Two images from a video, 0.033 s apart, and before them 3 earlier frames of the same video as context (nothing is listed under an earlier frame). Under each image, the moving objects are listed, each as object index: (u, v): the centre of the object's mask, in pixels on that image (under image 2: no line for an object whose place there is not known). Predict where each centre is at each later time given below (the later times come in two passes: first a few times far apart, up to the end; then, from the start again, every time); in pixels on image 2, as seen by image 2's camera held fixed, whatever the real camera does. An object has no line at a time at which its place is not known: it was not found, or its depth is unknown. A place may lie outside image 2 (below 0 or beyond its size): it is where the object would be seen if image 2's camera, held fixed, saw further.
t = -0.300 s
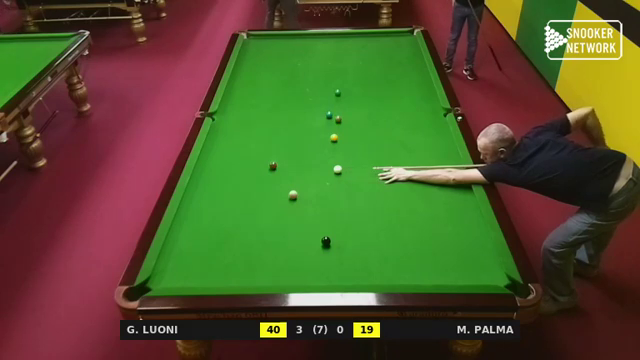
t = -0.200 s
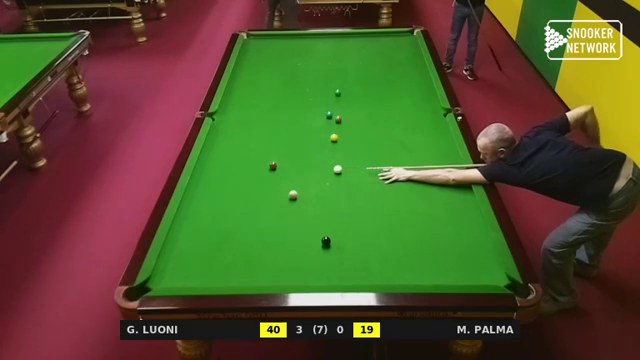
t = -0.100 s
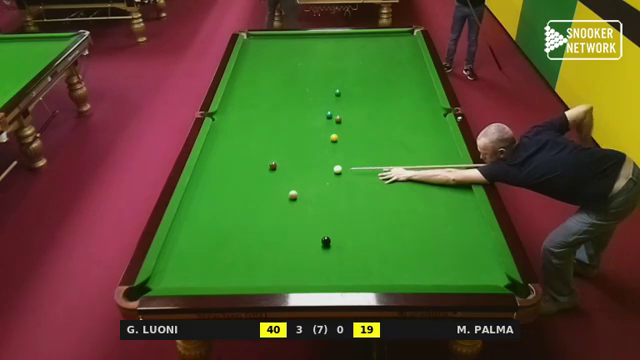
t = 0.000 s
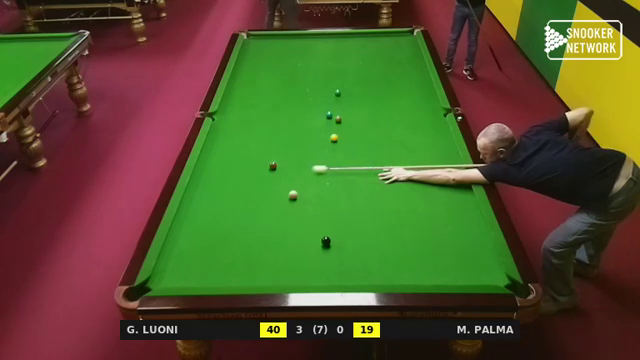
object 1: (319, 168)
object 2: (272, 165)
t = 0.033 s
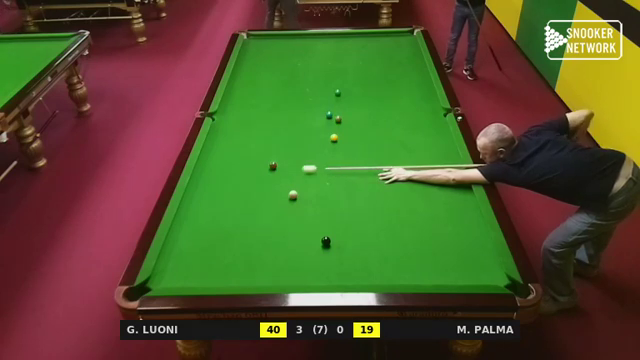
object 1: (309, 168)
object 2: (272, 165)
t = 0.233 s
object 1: (256, 173)
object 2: (268, 160)
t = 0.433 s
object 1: (206, 184)
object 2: (259, 152)
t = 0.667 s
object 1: (219, 194)
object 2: (251, 144)
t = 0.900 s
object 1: (257, 204)
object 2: (243, 136)
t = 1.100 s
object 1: (290, 213)
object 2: (237, 129)
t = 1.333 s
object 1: (330, 224)
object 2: (230, 123)
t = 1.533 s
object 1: (366, 234)
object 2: (225, 118)
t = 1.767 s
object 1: (409, 247)
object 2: (219, 112)
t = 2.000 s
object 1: (455, 260)
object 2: (226, 110)
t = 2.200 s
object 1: (496, 271)
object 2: (232, 108)
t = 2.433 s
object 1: (478, 278)
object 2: (239, 107)
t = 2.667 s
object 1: (454, 270)
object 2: (245, 105)
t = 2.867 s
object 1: (435, 263)
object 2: (249, 104)
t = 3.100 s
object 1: (415, 256)
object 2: (253, 104)
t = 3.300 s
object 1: (399, 250)
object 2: (257, 103)
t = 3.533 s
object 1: (382, 244)
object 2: (260, 102)
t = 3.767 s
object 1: (366, 238)
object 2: (263, 102)
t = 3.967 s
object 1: (354, 234)
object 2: (265, 101)
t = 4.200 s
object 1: (340, 230)
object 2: (266, 101)
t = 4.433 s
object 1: (328, 226)
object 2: (267, 101)
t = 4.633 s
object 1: (319, 223)
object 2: (267, 101)
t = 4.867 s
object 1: (308, 220)
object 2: (267, 101)
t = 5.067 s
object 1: (300, 217)
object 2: (267, 101)
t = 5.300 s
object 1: (292, 215)
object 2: (267, 101)
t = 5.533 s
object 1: (285, 213)
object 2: (267, 101)
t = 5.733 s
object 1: (279, 211)
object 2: (267, 101)
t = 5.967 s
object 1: (273, 209)
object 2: (267, 101)
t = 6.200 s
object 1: (268, 208)
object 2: (267, 101)
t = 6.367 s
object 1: (265, 208)
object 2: (267, 101)
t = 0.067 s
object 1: (299, 168)
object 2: (272, 165)
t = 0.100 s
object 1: (289, 168)
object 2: (272, 165)
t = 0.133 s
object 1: (280, 168)
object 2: (272, 165)
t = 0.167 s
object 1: (271, 169)
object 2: (271, 163)
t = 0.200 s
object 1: (263, 172)
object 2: (269, 162)
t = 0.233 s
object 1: (256, 173)
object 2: (268, 160)
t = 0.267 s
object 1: (247, 175)
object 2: (266, 159)
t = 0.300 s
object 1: (239, 177)
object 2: (265, 158)
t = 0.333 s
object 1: (231, 178)
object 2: (263, 156)
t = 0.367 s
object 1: (223, 180)
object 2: (262, 155)
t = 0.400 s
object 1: (214, 182)
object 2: (261, 153)
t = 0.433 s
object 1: (206, 184)
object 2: (259, 152)
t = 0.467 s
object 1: (197, 185)
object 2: (258, 151)
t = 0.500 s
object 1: (191, 187)
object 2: (257, 149)
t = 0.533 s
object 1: (196, 189)
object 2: (256, 148)
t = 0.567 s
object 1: (203, 190)
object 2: (254, 147)
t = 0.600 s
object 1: (208, 191)
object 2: (253, 146)
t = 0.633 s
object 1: (214, 193)
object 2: (252, 145)
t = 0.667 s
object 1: (219, 194)
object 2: (251, 144)
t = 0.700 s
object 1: (225, 196)
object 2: (250, 142)
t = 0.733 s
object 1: (230, 197)
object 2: (248, 142)
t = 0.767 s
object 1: (235, 199)
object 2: (247, 140)
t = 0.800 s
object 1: (241, 200)
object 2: (246, 139)
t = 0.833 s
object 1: (246, 201)
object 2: (245, 138)
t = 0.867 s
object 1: (252, 203)
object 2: (244, 137)
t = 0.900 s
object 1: (257, 204)
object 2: (243, 136)
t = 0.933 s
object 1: (263, 206)
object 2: (242, 135)
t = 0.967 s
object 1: (268, 207)
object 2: (241, 133)
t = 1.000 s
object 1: (274, 209)
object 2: (240, 133)
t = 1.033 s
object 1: (279, 210)
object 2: (239, 132)
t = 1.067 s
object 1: (285, 212)
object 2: (238, 131)
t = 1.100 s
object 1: (290, 213)
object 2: (237, 129)
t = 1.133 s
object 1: (296, 215)
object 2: (236, 129)
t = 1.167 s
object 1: (302, 216)
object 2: (235, 127)
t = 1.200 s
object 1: (308, 218)
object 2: (234, 126)
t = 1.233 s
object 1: (313, 220)
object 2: (233, 126)
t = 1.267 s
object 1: (319, 221)
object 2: (232, 125)
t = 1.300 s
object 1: (325, 223)
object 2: (231, 124)
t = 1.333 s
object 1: (330, 224)
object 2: (230, 123)
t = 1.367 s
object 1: (337, 226)
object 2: (229, 122)
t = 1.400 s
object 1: (342, 228)
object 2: (228, 121)
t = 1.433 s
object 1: (348, 229)
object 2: (228, 120)
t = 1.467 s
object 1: (354, 231)
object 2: (227, 119)
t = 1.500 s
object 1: (360, 233)
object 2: (226, 119)
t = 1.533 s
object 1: (366, 234)
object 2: (225, 118)
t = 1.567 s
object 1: (372, 236)
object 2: (224, 117)
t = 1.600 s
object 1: (378, 238)
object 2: (223, 116)
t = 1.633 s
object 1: (384, 239)
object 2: (222, 115)
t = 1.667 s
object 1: (391, 241)
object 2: (222, 115)
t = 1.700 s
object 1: (397, 243)
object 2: (221, 114)
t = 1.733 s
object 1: (403, 245)
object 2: (220, 113)
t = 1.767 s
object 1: (409, 247)
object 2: (219, 112)
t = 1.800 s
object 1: (416, 249)
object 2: (219, 112)
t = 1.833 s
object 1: (422, 250)
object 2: (219, 111)
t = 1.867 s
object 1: (429, 252)
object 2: (220, 111)
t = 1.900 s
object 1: (435, 254)
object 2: (222, 111)
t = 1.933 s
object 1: (442, 256)
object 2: (222, 110)
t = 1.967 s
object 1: (449, 258)
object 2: (224, 110)
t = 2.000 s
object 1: (455, 260)
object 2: (226, 110)
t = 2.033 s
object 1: (462, 262)
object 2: (227, 110)
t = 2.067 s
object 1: (469, 264)
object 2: (228, 109)
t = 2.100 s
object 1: (476, 265)
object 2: (229, 109)
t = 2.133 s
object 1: (483, 267)
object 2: (230, 109)
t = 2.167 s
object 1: (490, 269)
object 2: (231, 109)
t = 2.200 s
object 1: (496, 271)
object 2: (232, 108)
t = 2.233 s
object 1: (498, 274)
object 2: (233, 108)
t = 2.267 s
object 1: (494, 275)
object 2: (234, 108)
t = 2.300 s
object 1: (491, 277)
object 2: (235, 108)
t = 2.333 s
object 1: (488, 278)
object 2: (236, 107)
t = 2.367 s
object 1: (485, 280)
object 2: (237, 107)
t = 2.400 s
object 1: (481, 279)
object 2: (238, 107)
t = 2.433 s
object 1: (478, 278)
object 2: (239, 107)
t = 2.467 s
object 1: (474, 277)
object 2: (239, 107)
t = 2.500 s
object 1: (471, 276)
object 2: (240, 107)
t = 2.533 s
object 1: (467, 275)
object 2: (241, 106)
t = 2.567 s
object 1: (464, 273)
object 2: (242, 106)
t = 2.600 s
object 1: (461, 272)
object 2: (243, 106)
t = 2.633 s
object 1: (457, 271)
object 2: (244, 106)
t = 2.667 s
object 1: (454, 270)
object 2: (245, 105)
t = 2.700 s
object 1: (451, 269)
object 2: (245, 105)
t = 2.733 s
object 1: (448, 268)
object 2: (246, 105)
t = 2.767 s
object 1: (444, 266)
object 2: (247, 105)
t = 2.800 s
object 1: (441, 265)
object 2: (247, 105)
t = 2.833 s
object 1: (438, 264)
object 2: (248, 105)
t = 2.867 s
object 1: (435, 263)
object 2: (249, 104)
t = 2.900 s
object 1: (432, 262)
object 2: (250, 104)
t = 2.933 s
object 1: (429, 261)
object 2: (250, 104)
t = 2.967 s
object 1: (427, 260)
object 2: (251, 104)
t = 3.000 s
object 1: (423, 259)
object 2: (252, 104)
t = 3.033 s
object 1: (421, 258)
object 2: (252, 104)
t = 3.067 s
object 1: (418, 257)
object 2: (253, 104)
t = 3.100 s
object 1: (415, 256)
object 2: (253, 104)
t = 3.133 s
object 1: (413, 255)
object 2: (254, 103)
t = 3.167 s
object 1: (410, 254)
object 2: (255, 103)
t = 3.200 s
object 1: (407, 253)
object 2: (255, 103)
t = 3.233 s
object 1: (404, 252)
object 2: (256, 103)
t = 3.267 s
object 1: (402, 251)
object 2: (256, 103)
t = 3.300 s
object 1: (399, 250)
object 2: (257, 103)
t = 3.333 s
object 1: (397, 249)
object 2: (257, 103)
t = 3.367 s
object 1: (394, 248)
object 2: (258, 103)
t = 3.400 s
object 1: (391, 247)
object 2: (258, 102)
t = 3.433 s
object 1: (389, 247)
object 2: (259, 102)
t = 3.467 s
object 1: (387, 246)
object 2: (259, 102)
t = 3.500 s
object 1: (384, 245)
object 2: (260, 102)
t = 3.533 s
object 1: (382, 244)
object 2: (260, 102)
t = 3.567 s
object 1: (380, 243)
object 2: (260, 102)
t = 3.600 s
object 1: (377, 242)
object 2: (261, 102)
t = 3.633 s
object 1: (375, 242)
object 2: (261, 102)
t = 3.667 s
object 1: (373, 241)
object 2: (262, 102)
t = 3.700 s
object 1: (371, 240)
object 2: (262, 102)
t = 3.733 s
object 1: (368, 239)
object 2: (262, 102)
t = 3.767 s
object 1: (366, 238)
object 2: (263, 102)
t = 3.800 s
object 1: (364, 237)
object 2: (263, 101)
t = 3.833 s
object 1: (362, 237)
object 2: (263, 102)
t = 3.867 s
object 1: (360, 236)
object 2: (263, 101)
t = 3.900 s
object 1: (358, 236)
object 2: (264, 101)
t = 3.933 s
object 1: (356, 235)
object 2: (264, 101)
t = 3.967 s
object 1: (354, 234)
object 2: (265, 101)
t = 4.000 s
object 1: (352, 234)
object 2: (265, 101)
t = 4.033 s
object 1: (350, 233)
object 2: (265, 101)
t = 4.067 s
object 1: (348, 232)
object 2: (265, 101)
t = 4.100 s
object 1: (346, 232)
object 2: (265, 101)
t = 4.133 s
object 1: (344, 231)
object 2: (266, 101)
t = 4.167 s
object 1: (342, 230)
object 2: (266, 101)
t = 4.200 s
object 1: (340, 230)
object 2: (266, 101)
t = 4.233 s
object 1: (339, 229)
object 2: (266, 101)
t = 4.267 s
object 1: (337, 228)
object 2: (266, 101)
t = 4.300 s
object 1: (335, 228)
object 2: (267, 101)
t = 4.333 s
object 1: (333, 227)
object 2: (267, 101)
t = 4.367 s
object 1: (332, 227)
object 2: (267, 101)
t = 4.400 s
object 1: (330, 226)
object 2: (267, 101)
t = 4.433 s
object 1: (328, 226)
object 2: (267, 101)
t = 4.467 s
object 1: (327, 225)
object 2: (267, 101)
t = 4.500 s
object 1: (325, 225)
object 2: (267, 101)
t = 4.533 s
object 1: (323, 224)
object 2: (267, 101)
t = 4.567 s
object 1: (322, 224)
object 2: (267, 101)
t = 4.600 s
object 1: (320, 223)
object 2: (267, 101)
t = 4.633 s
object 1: (319, 223)
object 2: (267, 101)
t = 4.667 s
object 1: (317, 222)
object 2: (267, 101)
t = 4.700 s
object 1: (316, 222)
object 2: (267, 101)
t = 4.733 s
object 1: (314, 221)
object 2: (267, 101)
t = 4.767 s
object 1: (313, 221)
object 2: (267, 101)
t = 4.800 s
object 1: (311, 220)
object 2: (267, 101)
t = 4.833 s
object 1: (310, 220)
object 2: (267, 101)
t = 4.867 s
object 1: (308, 220)
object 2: (267, 101)
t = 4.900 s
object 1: (307, 219)
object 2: (267, 101)
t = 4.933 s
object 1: (306, 219)
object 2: (267, 101)
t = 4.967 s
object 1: (305, 219)
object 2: (267, 101)
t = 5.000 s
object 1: (303, 218)
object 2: (267, 101)
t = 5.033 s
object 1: (302, 218)
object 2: (267, 101)
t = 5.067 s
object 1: (300, 217)
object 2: (267, 101)
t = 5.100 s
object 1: (299, 217)
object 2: (267, 101)
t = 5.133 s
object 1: (298, 216)
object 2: (267, 101)
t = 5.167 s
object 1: (297, 216)
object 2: (267, 101)
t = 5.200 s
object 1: (296, 216)
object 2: (267, 101)
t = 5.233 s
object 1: (295, 215)
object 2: (267, 101)
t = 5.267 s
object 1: (293, 215)
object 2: (267, 101)
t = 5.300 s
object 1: (292, 215)
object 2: (267, 101)
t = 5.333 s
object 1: (291, 214)
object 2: (267, 101)
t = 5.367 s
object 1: (290, 214)
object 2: (267, 101)
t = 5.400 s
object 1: (289, 214)
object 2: (267, 101)
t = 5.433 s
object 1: (288, 213)
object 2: (267, 101)
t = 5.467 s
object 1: (287, 213)
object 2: (267, 101)
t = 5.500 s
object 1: (286, 213)
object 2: (267, 101)
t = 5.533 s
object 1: (285, 213)
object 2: (267, 101)
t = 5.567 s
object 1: (284, 212)
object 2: (267, 101)
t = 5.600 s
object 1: (283, 212)
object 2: (267, 101)
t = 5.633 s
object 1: (282, 212)
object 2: (267, 101)
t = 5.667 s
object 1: (281, 211)
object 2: (267, 101)
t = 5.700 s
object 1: (280, 211)
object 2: (267, 101)
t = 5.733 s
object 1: (279, 211)
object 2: (267, 101)
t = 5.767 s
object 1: (279, 211)
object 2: (267, 101)
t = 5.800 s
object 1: (278, 210)
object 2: (267, 101)
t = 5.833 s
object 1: (277, 210)
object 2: (267, 101)
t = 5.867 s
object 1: (276, 210)
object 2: (267, 101)
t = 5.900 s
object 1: (275, 210)
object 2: (267, 101)
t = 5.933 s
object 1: (274, 209)
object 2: (267, 101)
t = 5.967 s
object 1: (273, 209)
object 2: (267, 101)
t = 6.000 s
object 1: (273, 209)
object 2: (267, 101)
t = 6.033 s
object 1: (272, 209)
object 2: (267, 101)
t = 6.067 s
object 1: (271, 209)
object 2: (267, 101)
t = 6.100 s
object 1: (271, 209)
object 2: (267, 101)
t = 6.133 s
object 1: (270, 209)
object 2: (267, 101)
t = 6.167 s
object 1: (269, 208)
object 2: (267, 101)
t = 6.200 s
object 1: (268, 208)
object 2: (267, 101)
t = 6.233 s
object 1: (268, 208)
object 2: (267, 101)
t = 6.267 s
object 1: (267, 208)
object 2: (267, 101)
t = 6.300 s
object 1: (267, 208)
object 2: (267, 101)
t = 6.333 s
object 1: (266, 208)
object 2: (267, 101)
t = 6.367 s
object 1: (265, 208)
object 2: (267, 101)
